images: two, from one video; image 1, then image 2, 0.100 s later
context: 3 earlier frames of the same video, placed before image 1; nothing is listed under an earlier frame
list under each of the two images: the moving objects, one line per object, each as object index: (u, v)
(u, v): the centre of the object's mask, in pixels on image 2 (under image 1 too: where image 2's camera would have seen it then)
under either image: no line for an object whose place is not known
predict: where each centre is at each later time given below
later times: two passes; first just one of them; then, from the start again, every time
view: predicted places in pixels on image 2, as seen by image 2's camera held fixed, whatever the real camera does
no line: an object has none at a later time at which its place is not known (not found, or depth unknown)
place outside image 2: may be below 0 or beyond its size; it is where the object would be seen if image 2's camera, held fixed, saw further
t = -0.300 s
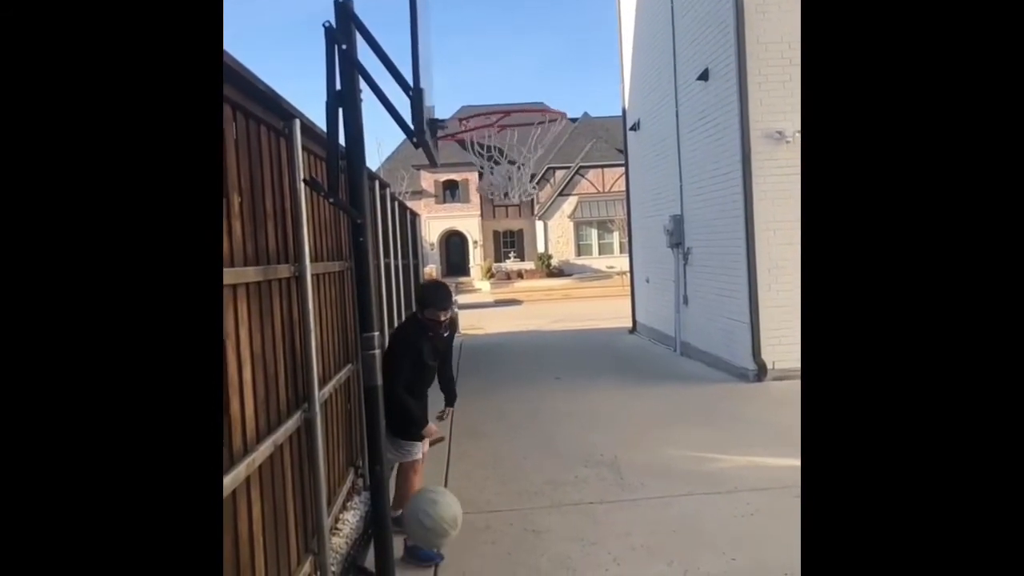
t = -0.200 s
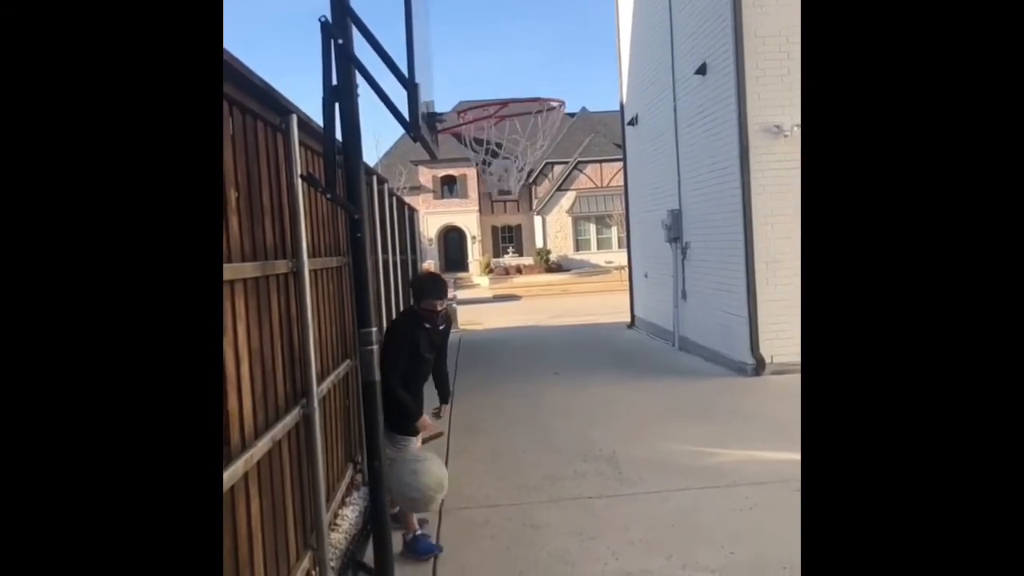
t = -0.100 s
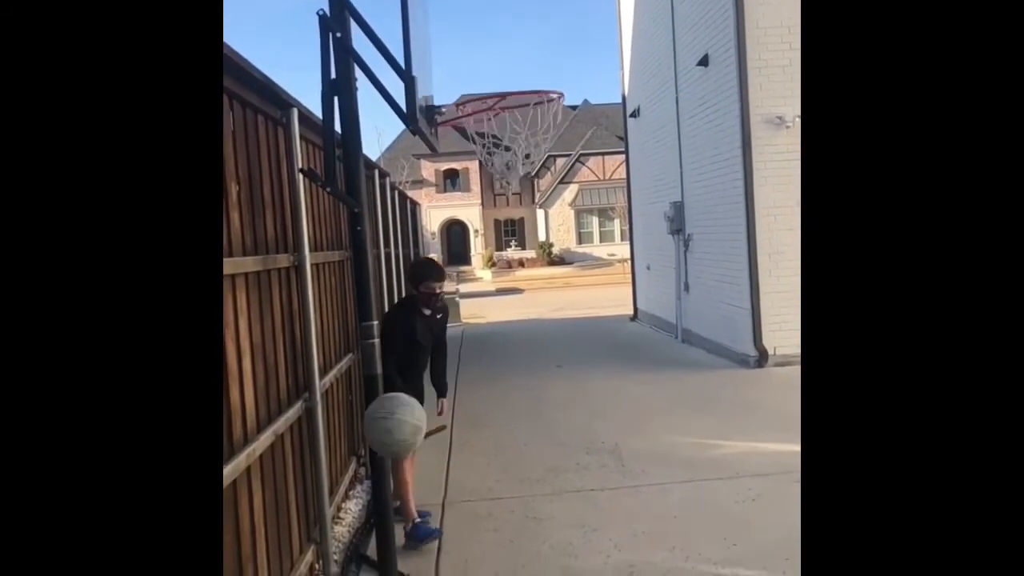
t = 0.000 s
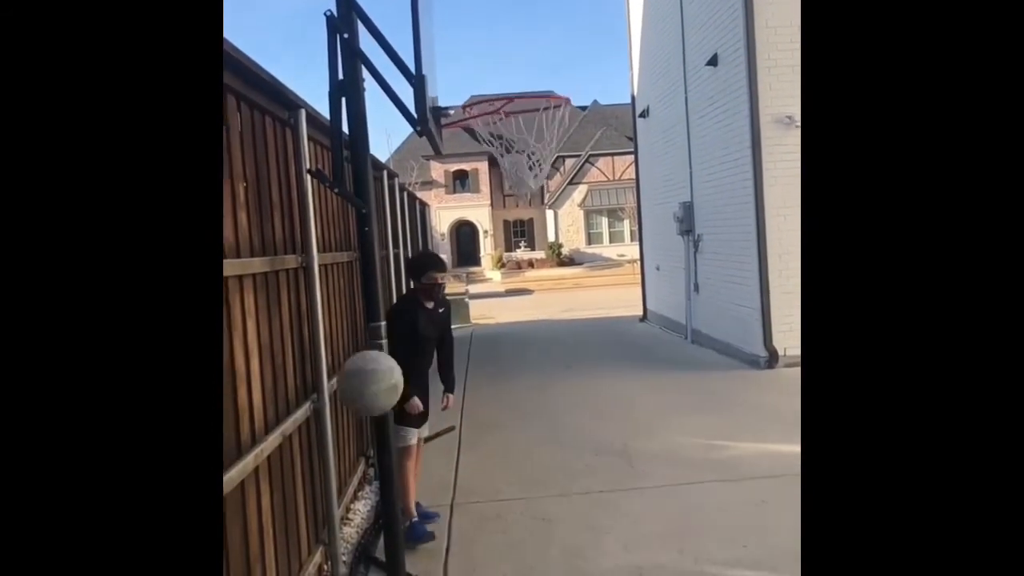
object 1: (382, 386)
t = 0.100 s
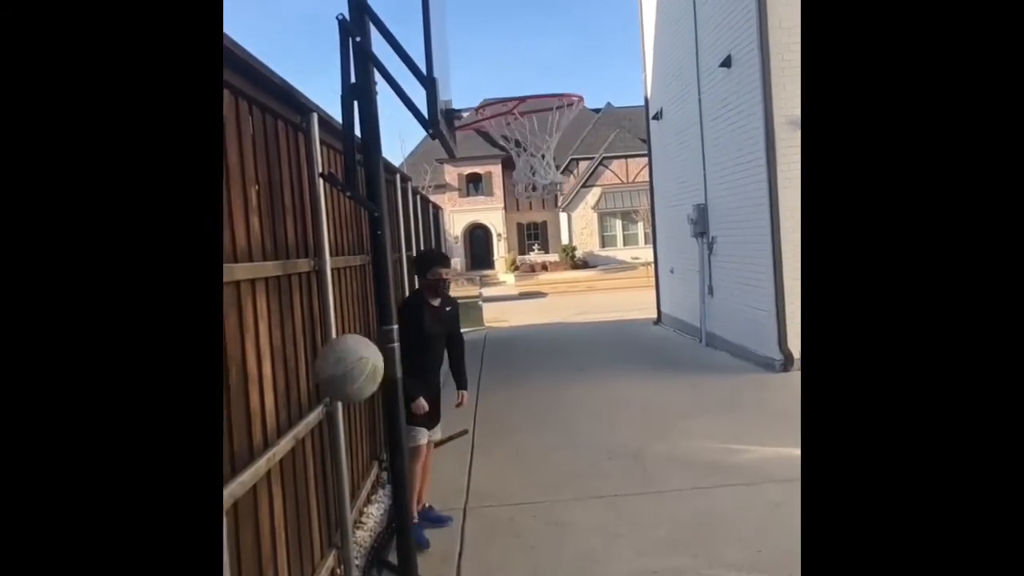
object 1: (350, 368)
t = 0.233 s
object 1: (306, 386)
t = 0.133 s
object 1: (338, 368)
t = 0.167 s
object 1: (328, 370)
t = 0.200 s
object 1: (317, 376)
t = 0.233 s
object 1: (306, 386)
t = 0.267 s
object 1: (295, 399)
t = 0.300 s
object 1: (284, 415)
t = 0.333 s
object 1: (273, 435)
